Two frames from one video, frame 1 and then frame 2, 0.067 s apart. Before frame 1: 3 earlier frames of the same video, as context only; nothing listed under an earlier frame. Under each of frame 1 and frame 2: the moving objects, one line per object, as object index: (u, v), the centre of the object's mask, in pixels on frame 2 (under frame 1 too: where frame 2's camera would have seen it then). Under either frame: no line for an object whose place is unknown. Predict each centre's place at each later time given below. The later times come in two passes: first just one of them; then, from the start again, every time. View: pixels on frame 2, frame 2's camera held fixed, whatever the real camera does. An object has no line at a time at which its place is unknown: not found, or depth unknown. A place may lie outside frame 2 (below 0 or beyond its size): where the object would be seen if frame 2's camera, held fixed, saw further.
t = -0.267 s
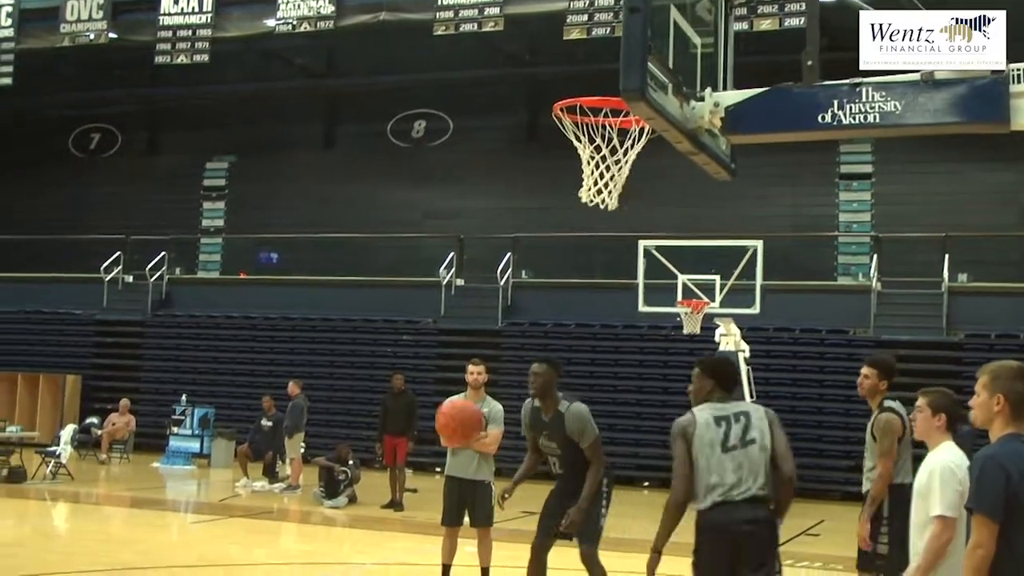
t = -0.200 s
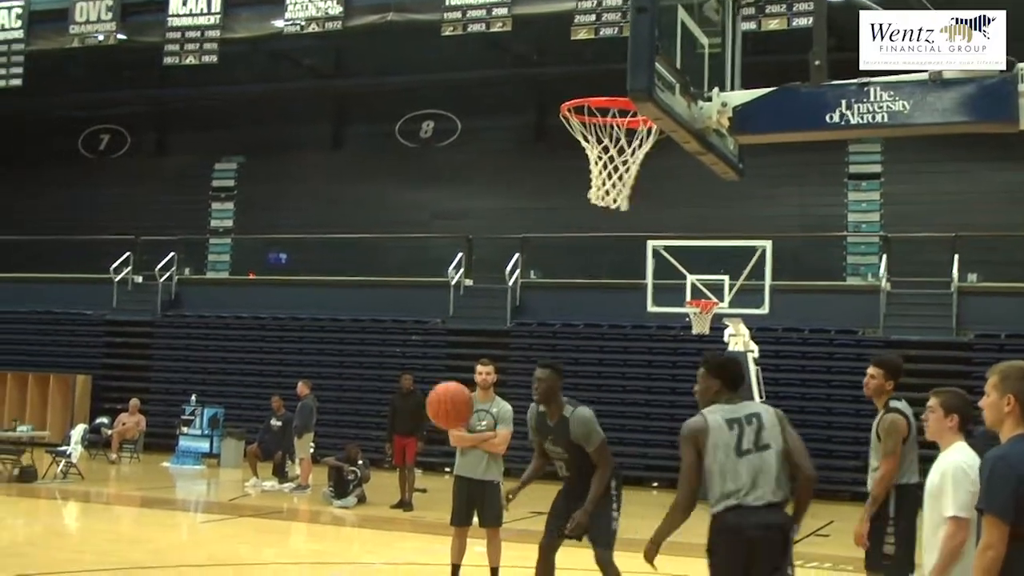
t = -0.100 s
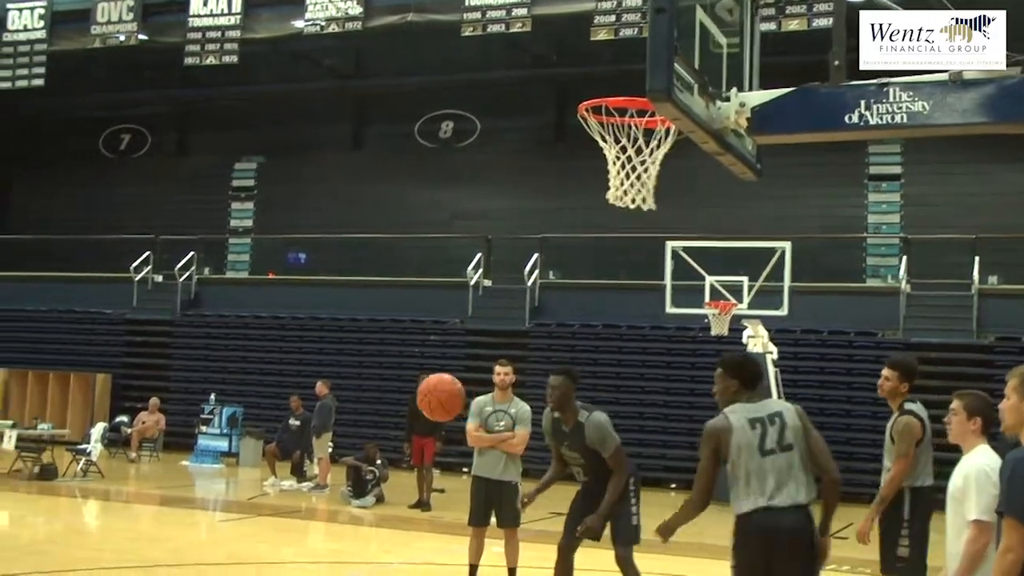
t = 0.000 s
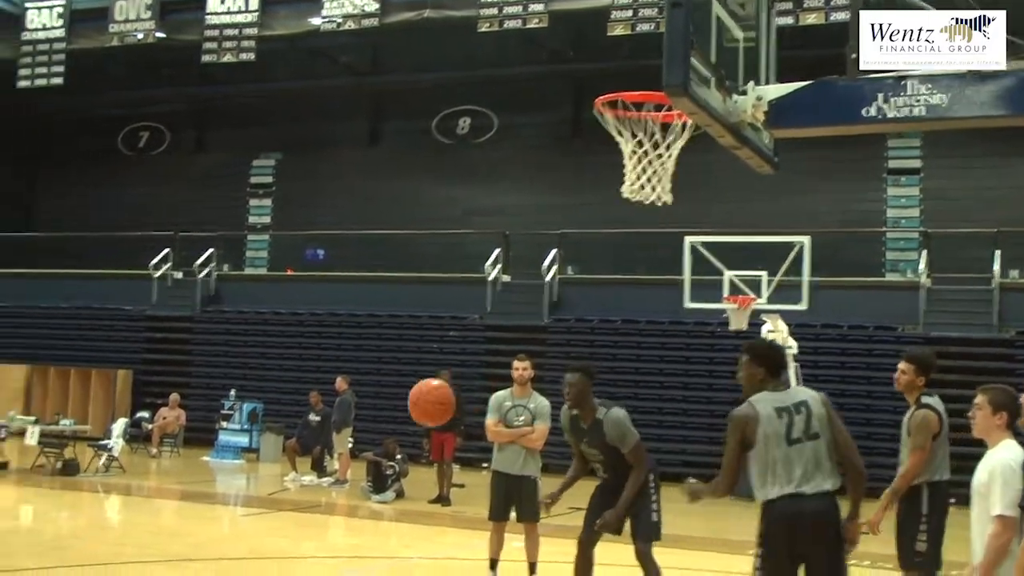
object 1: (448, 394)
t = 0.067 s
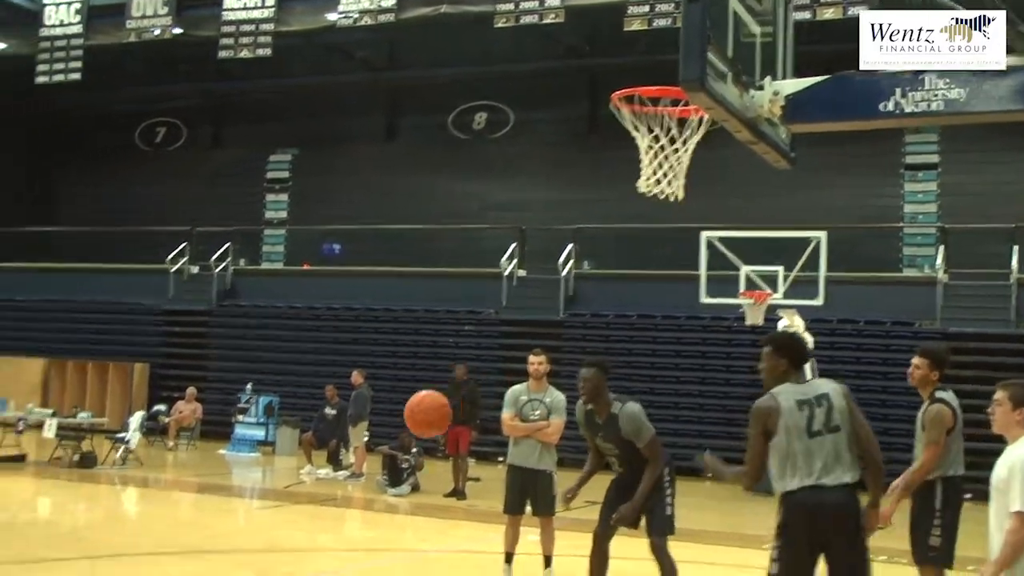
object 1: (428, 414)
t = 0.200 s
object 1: (387, 473)
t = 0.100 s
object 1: (418, 426)
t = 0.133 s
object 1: (407, 440)
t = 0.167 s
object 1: (398, 456)
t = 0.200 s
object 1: (387, 473)
